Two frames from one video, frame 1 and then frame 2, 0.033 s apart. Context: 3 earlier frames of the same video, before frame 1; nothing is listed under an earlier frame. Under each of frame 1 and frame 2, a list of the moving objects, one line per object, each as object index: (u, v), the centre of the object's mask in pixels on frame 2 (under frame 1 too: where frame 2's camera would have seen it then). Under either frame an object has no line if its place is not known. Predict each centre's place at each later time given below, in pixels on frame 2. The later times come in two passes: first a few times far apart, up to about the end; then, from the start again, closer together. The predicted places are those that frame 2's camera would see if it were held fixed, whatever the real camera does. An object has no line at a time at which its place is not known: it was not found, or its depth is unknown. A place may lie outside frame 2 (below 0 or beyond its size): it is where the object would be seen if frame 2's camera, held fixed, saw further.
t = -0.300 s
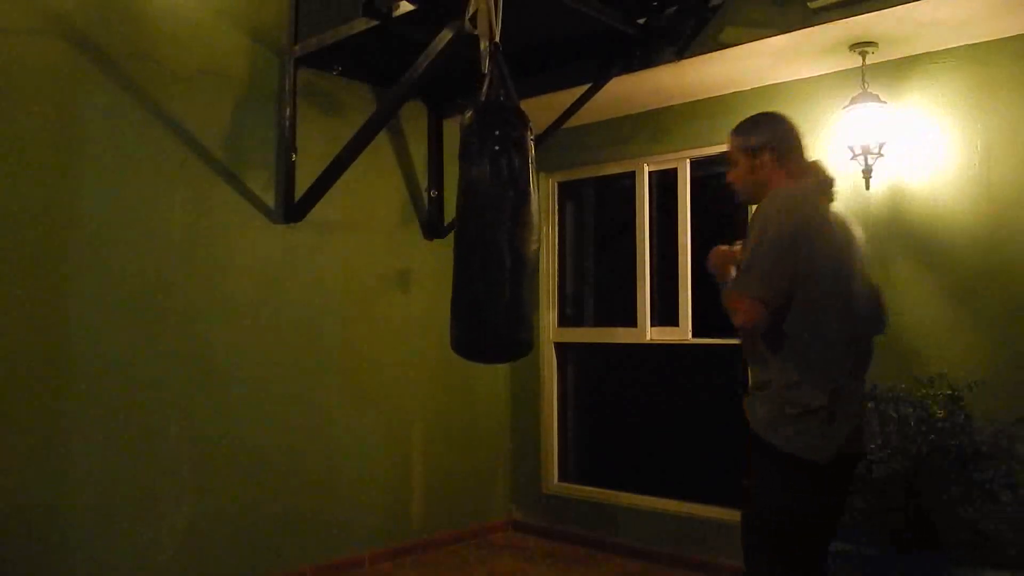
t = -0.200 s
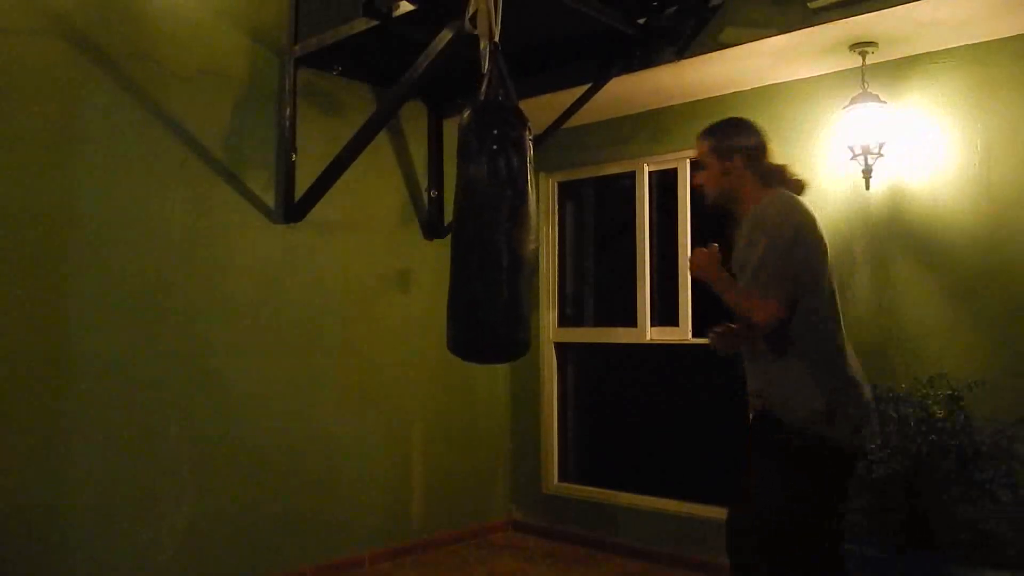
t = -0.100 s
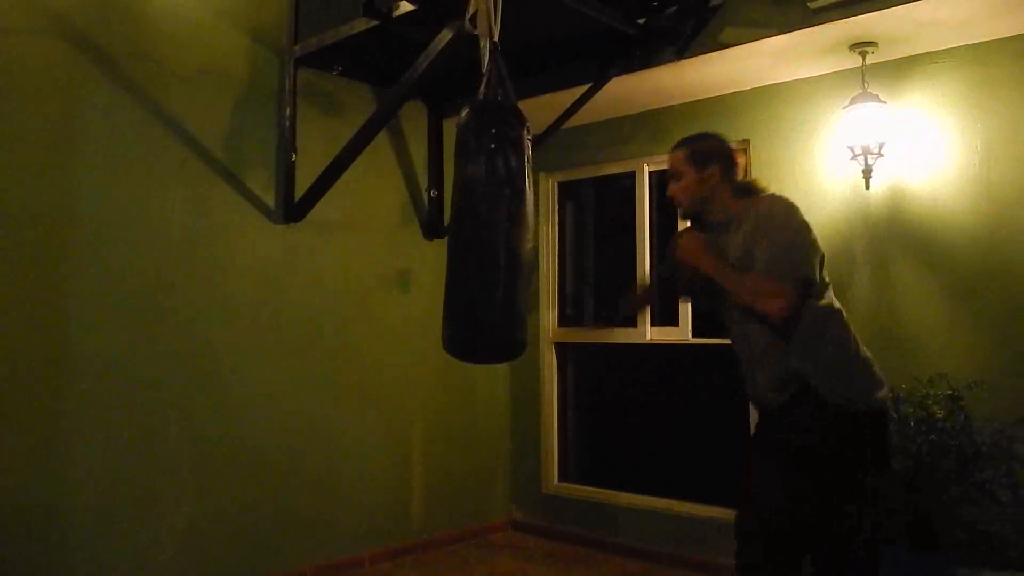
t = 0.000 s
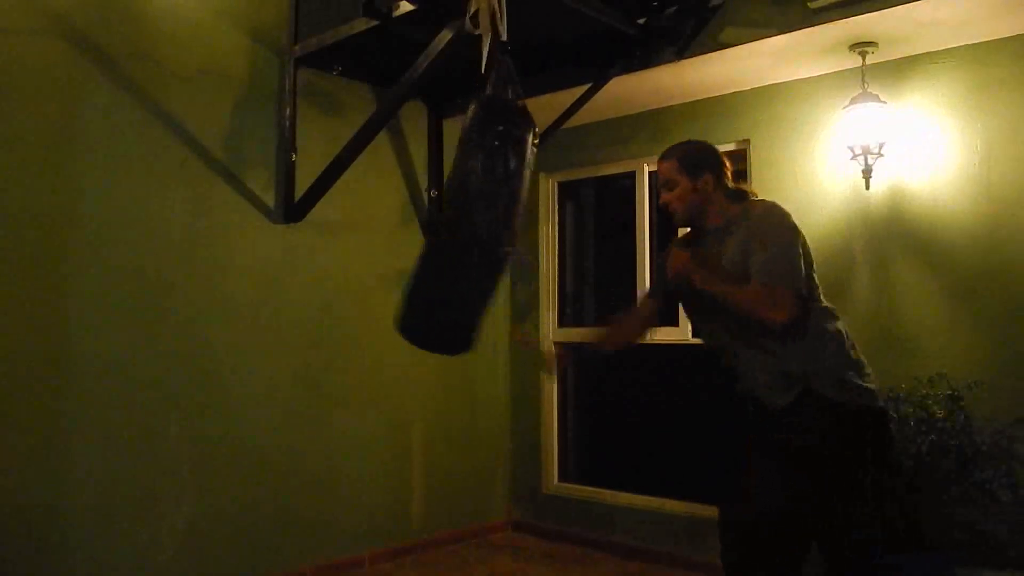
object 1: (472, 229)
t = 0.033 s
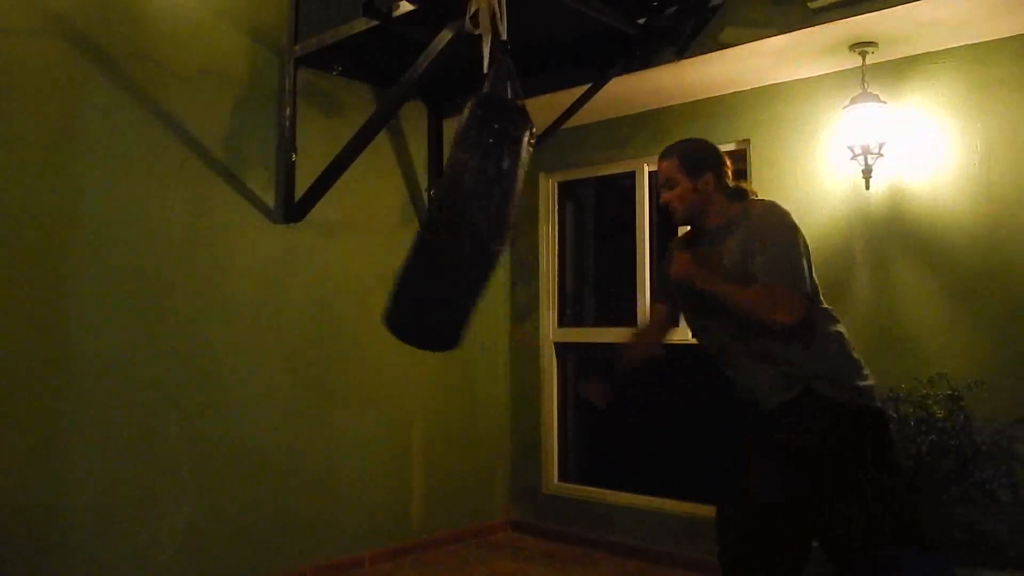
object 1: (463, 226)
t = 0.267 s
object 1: (411, 222)
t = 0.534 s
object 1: (409, 219)
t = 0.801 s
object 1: (460, 230)
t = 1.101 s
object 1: (535, 228)
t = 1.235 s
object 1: (556, 223)
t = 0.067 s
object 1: (454, 226)
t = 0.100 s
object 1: (446, 226)
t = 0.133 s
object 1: (437, 226)
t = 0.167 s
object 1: (429, 225)
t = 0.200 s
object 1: (421, 226)
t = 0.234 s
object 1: (414, 224)
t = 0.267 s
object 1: (411, 222)
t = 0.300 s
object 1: (408, 220)
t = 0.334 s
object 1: (405, 219)
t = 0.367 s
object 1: (403, 220)
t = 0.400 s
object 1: (403, 217)
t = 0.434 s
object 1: (404, 217)
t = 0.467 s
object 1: (405, 218)
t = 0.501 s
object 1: (406, 218)
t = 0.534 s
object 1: (409, 219)
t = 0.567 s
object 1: (413, 221)
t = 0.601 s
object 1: (418, 223)
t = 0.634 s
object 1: (424, 224)
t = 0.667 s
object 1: (430, 226)
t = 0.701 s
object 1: (435, 231)
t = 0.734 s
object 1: (444, 228)
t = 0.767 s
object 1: (452, 229)
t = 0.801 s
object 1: (460, 230)
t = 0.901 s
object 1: (487, 232)
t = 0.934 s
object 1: (496, 233)
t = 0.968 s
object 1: (504, 232)
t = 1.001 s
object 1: (512, 231)
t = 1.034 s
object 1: (521, 230)
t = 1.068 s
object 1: (529, 229)
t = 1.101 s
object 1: (535, 228)
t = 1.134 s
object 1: (541, 227)
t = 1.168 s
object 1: (546, 225)
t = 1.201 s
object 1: (551, 224)
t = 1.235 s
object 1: (556, 223)
